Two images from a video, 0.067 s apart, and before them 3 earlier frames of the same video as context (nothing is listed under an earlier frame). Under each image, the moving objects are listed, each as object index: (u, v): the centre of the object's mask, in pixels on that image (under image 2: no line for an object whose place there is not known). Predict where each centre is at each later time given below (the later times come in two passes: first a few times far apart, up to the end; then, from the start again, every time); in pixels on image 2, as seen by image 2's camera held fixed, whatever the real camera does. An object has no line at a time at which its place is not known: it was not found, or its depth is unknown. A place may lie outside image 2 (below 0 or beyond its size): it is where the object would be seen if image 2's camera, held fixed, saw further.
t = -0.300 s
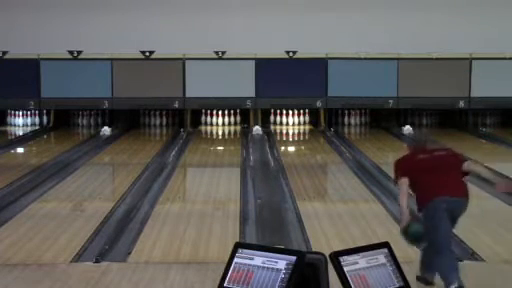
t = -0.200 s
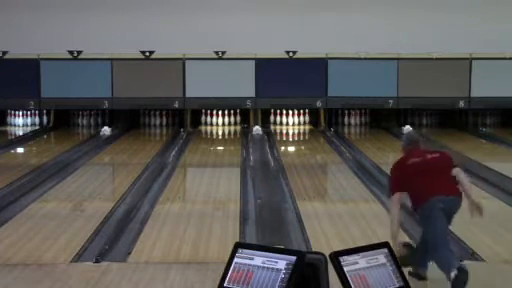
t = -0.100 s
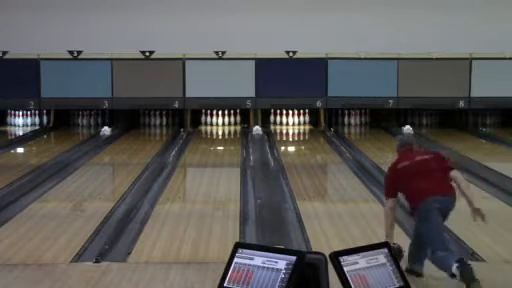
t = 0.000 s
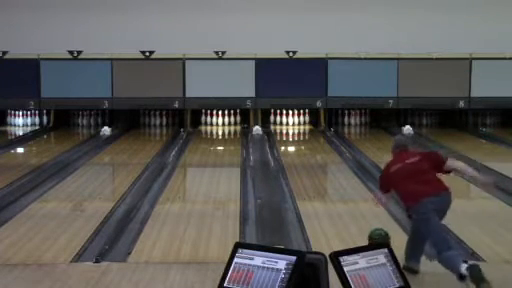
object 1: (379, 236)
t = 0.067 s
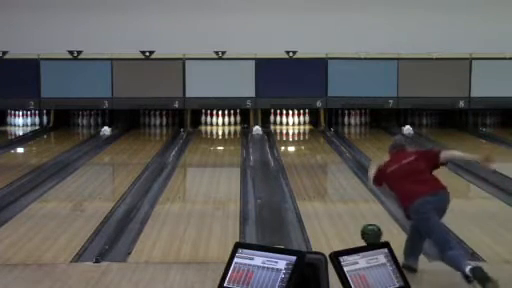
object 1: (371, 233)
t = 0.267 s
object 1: (353, 215)
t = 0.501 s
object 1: (336, 195)
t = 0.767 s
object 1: (321, 179)
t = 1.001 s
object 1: (311, 166)
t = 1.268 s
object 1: (302, 155)
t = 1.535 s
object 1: (295, 146)
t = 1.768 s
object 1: (290, 140)
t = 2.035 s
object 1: (287, 133)
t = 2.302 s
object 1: (287, 128)
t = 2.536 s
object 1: (289, 124)
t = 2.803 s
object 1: (290, 119)
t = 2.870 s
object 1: (288, 118)
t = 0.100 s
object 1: (368, 233)
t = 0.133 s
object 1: (364, 228)
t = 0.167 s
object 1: (361, 225)
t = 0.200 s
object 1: (358, 221)
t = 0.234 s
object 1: (355, 218)
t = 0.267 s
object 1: (353, 215)
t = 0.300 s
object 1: (350, 212)
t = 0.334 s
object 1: (347, 209)
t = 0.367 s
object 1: (345, 206)
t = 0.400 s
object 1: (343, 203)
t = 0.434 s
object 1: (340, 200)
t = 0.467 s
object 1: (338, 198)
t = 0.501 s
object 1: (336, 195)
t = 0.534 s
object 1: (333, 193)
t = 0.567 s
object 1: (332, 191)
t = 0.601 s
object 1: (330, 188)
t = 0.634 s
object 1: (328, 186)
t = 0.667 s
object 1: (326, 184)
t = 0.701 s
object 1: (324, 183)
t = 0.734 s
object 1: (323, 181)
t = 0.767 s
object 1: (321, 179)
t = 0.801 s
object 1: (320, 177)
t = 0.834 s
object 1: (318, 175)
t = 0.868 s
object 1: (317, 173)
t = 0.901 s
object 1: (315, 171)
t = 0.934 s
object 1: (314, 170)
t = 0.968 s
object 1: (313, 168)
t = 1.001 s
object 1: (311, 166)
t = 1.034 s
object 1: (310, 165)
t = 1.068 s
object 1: (309, 163)
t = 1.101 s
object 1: (307, 162)
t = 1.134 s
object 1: (306, 160)
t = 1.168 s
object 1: (306, 159)
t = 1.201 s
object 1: (304, 158)
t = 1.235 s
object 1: (303, 157)
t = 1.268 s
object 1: (302, 155)
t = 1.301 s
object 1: (301, 154)
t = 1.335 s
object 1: (300, 153)
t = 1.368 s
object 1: (299, 152)
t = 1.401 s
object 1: (298, 151)
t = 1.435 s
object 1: (297, 150)
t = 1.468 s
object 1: (297, 149)
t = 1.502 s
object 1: (296, 148)
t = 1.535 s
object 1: (295, 146)
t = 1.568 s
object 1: (294, 145)
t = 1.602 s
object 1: (293, 145)
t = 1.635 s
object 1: (293, 143)
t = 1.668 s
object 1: (291, 142)
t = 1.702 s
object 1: (291, 141)
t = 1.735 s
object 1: (291, 141)
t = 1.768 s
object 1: (290, 140)
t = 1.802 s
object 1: (290, 139)
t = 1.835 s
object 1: (289, 138)
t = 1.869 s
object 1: (289, 137)
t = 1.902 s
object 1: (289, 136)
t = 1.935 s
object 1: (288, 135)
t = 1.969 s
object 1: (288, 135)
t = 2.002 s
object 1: (288, 134)
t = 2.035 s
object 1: (287, 133)
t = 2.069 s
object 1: (287, 133)
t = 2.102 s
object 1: (287, 132)
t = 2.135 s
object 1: (286, 131)
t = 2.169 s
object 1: (286, 131)
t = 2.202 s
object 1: (286, 130)
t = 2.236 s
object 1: (286, 129)
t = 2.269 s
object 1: (287, 129)
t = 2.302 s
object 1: (287, 128)
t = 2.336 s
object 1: (287, 127)
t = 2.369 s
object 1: (287, 127)
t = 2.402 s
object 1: (288, 126)
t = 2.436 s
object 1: (288, 126)
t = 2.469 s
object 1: (288, 125)
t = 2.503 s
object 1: (289, 124)
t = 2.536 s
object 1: (289, 124)
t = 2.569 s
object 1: (289, 124)
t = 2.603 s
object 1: (290, 123)
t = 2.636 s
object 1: (289, 122)
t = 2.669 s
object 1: (289, 122)
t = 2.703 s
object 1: (289, 121)
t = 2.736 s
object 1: (290, 121)
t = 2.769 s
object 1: (290, 120)
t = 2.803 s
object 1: (290, 119)
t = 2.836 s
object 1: (290, 118)
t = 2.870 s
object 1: (288, 118)
